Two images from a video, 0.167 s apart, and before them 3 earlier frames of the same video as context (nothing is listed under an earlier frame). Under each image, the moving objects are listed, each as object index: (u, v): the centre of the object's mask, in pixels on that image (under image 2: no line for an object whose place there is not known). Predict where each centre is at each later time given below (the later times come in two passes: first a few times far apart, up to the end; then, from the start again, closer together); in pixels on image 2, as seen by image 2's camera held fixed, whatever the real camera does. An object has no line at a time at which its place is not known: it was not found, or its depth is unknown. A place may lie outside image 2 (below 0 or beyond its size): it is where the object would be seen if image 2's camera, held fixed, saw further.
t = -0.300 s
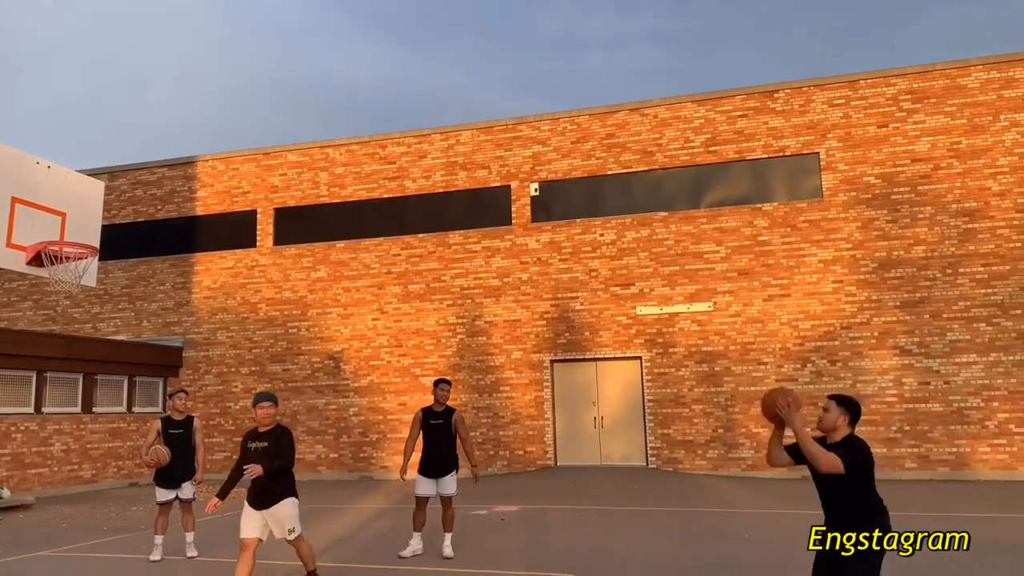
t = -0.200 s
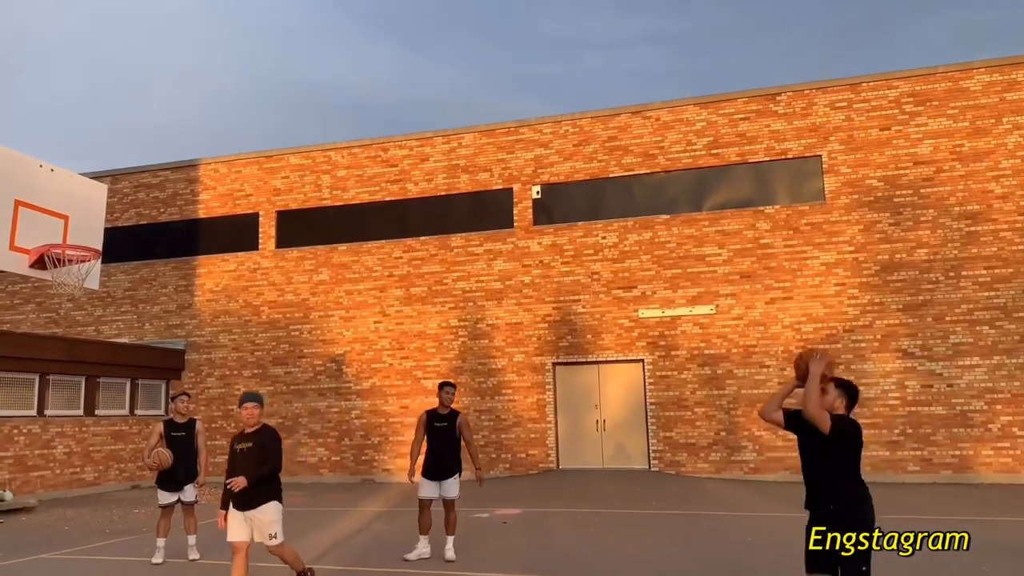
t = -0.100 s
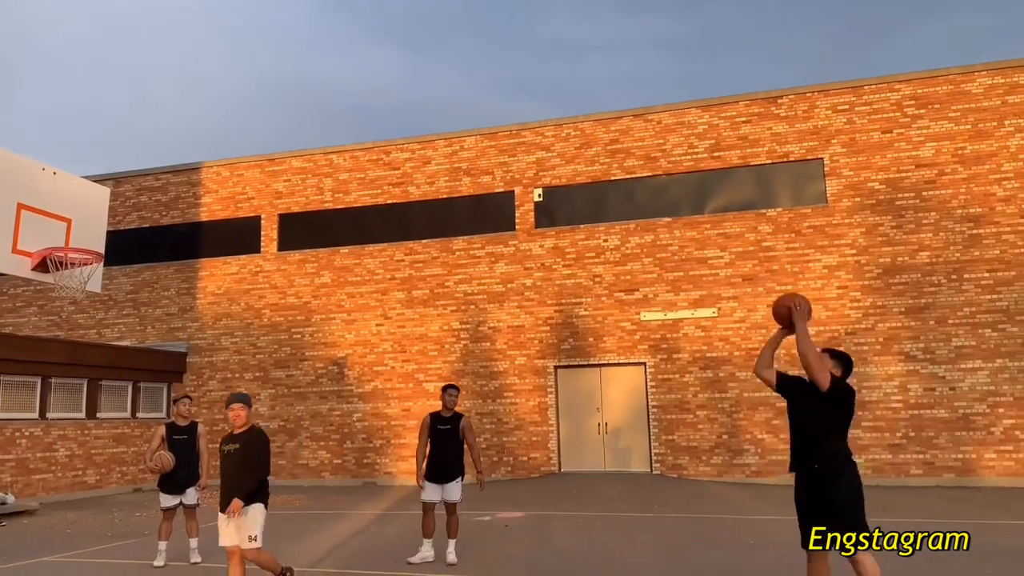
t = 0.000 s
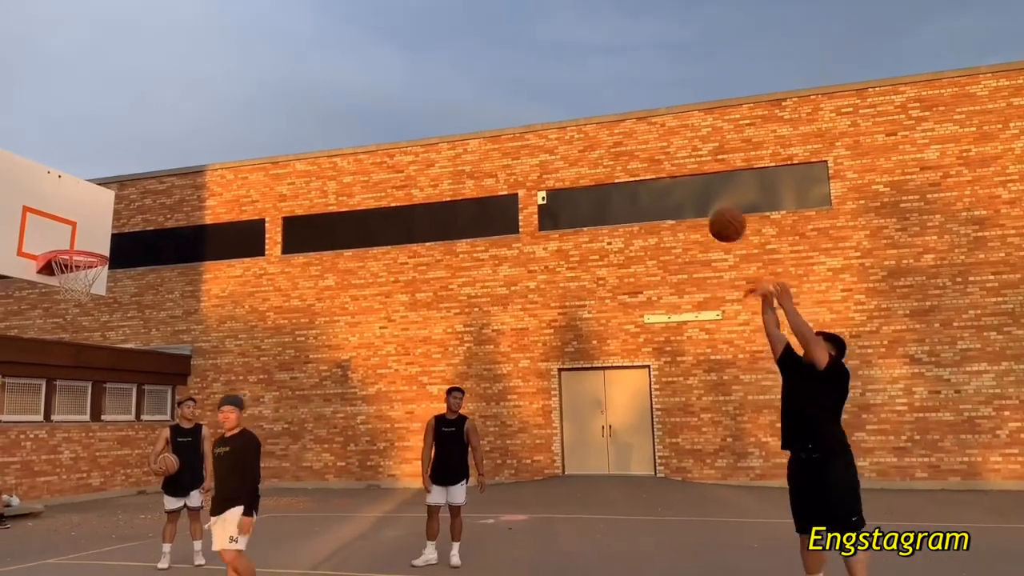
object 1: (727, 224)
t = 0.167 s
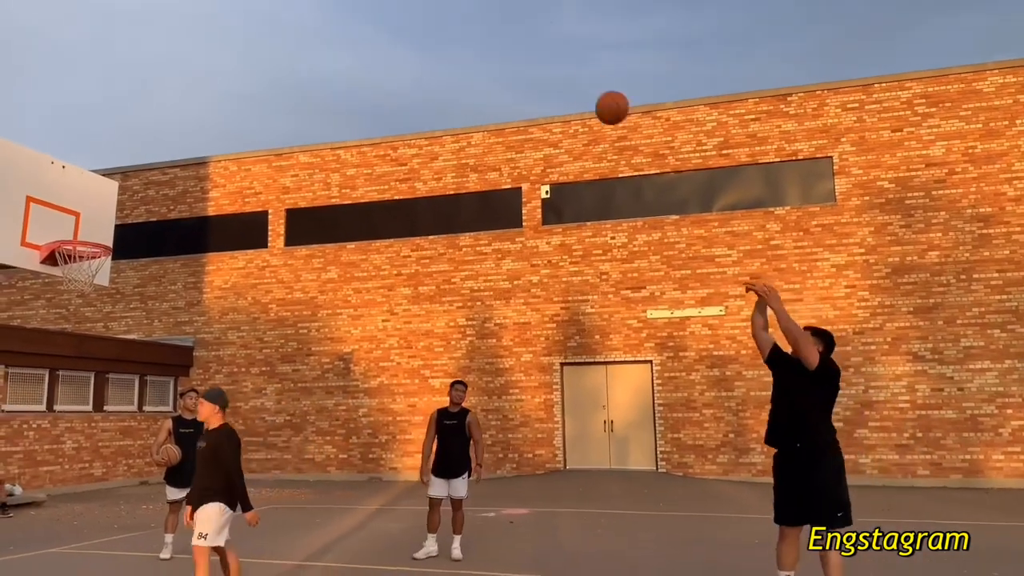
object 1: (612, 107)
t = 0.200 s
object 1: (590, 91)
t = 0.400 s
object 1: (469, 28)
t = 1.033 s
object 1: (167, 132)
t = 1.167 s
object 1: (107, 205)
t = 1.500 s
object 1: (49, 298)
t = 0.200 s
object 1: (590, 91)
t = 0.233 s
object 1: (569, 77)
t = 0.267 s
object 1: (548, 64)
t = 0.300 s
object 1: (528, 52)
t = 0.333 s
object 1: (508, 43)
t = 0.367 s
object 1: (489, 35)
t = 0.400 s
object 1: (469, 28)
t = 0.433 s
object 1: (451, 22)
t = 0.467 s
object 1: (433, 18)
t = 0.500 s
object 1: (416, 15)
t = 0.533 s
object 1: (398, 14)
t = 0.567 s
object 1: (381, 14)
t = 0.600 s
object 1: (364, 15)
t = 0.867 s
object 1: (238, 65)
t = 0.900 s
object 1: (223, 76)
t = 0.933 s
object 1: (208, 89)
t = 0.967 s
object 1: (194, 102)
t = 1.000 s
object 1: (180, 117)
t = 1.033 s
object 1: (167, 132)
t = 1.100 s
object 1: (137, 166)
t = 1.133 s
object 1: (123, 185)
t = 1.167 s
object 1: (107, 205)
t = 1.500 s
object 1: (49, 298)
